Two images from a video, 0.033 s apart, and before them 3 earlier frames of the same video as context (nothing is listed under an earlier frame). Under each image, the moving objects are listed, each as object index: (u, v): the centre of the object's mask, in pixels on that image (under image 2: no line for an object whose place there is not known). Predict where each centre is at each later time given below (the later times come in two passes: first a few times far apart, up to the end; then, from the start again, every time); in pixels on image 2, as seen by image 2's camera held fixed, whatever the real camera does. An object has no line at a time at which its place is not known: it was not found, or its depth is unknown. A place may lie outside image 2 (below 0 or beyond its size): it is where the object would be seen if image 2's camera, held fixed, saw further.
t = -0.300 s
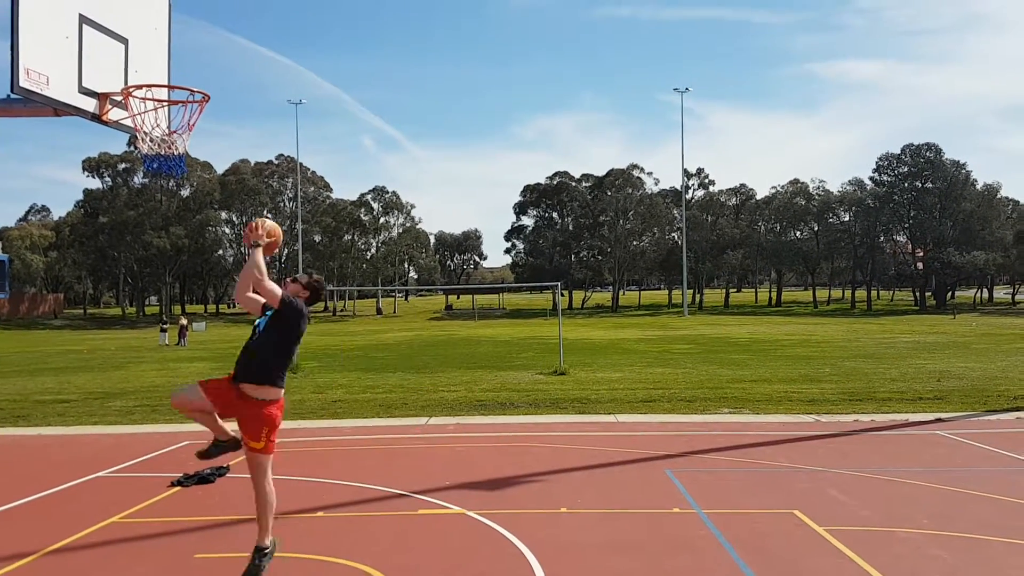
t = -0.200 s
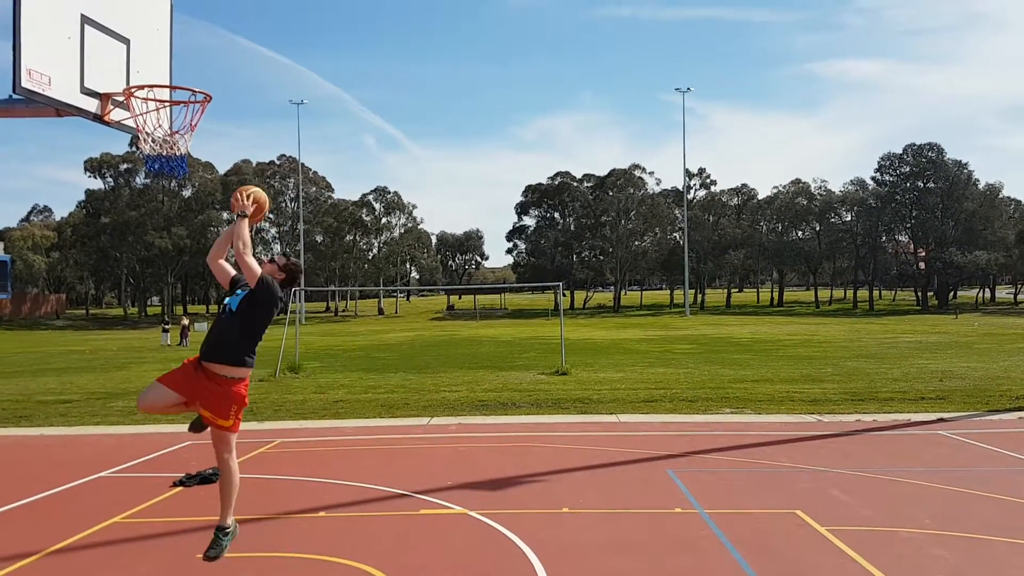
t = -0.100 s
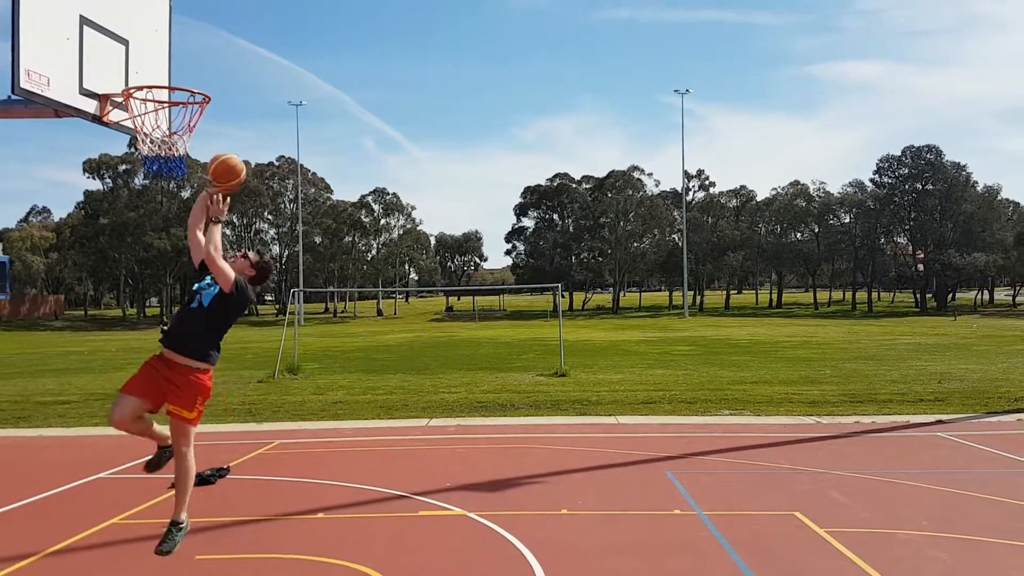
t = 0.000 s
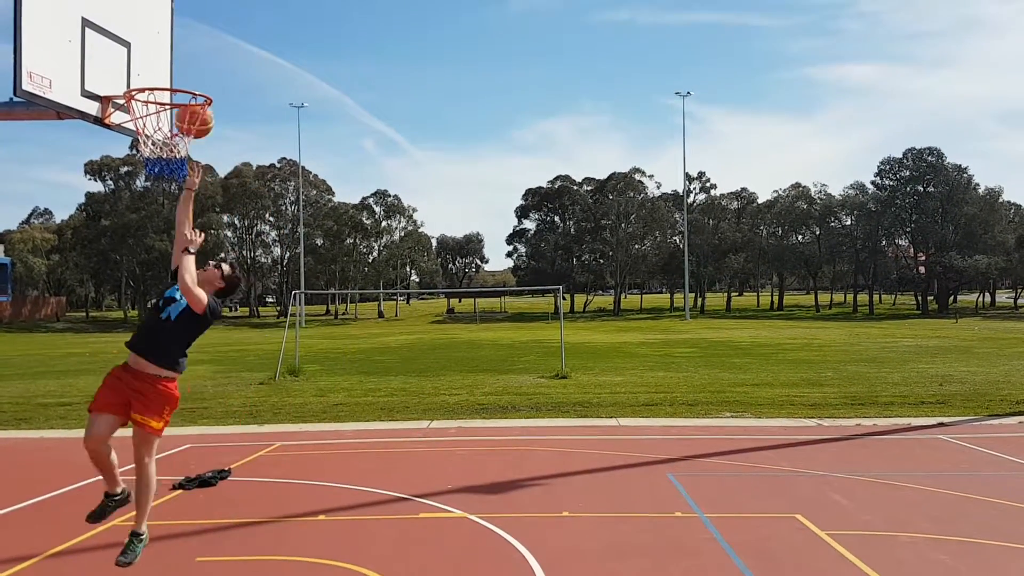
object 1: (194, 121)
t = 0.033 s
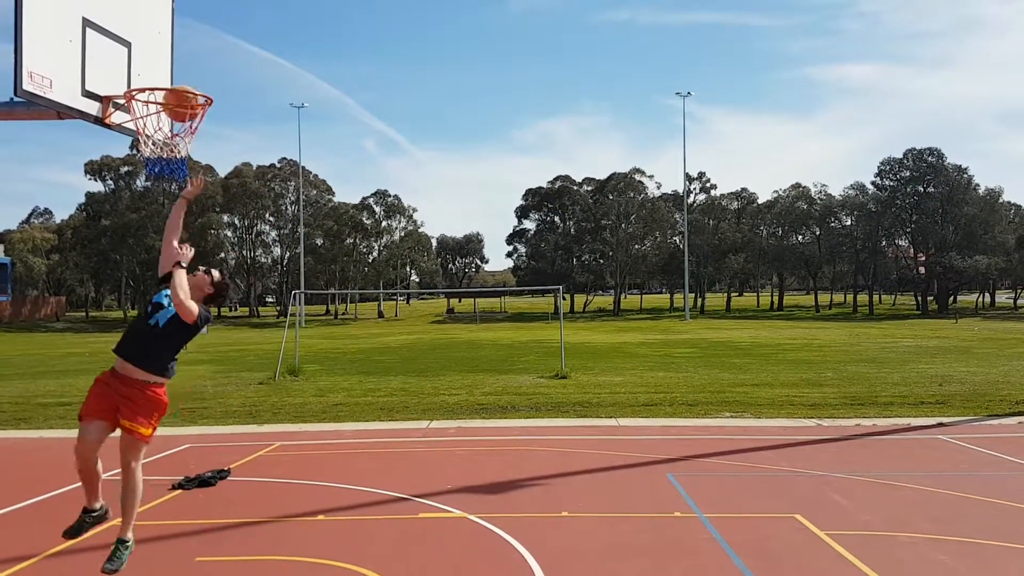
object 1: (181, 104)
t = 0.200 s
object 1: (162, 59)
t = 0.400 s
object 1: (199, 79)
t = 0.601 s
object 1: (177, 65)
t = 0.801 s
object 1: (159, 115)
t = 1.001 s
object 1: (157, 210)
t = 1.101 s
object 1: (158, 279)
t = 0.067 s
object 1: (169, 88)
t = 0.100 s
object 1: (155, 75)
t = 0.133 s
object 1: (150, 66)
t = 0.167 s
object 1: (157, 62)
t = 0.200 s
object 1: (162, 59)
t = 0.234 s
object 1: (168, 58)
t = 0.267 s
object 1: (174, 59)
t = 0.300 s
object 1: (180, 61)
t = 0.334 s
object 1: (187, 65)
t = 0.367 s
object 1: (193, 71)
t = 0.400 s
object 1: (199, 79)
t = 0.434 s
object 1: (196, 73)
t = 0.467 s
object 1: (192, 69)
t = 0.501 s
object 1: (188, 65)
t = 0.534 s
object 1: (184, 64)
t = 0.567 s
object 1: (181, 63)
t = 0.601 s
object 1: (177, 65)
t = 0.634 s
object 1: (173, 69)
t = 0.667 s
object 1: (169, 75)
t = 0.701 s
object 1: (165, 83)
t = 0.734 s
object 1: (161, 93)
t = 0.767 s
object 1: (160, 103)
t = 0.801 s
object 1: (159, 115)
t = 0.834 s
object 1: (157, 129)
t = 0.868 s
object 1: (156, 144)
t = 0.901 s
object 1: (154, 157)
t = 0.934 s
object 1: (156, 175)
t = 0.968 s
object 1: (157, 191)
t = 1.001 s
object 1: (157, 210)
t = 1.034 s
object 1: (157, 231)
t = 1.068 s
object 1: (157, 254)
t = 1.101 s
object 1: (158, 279)
